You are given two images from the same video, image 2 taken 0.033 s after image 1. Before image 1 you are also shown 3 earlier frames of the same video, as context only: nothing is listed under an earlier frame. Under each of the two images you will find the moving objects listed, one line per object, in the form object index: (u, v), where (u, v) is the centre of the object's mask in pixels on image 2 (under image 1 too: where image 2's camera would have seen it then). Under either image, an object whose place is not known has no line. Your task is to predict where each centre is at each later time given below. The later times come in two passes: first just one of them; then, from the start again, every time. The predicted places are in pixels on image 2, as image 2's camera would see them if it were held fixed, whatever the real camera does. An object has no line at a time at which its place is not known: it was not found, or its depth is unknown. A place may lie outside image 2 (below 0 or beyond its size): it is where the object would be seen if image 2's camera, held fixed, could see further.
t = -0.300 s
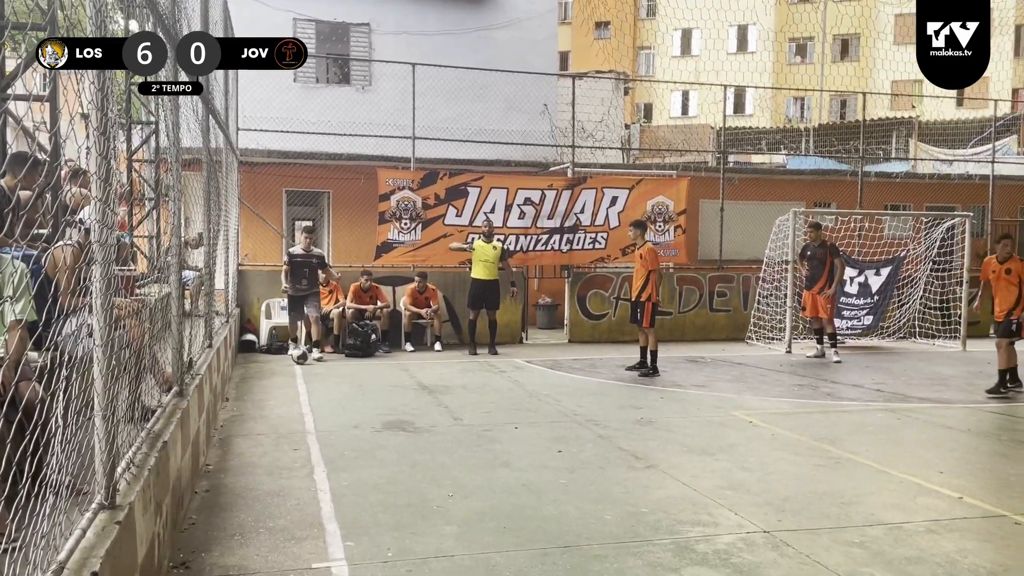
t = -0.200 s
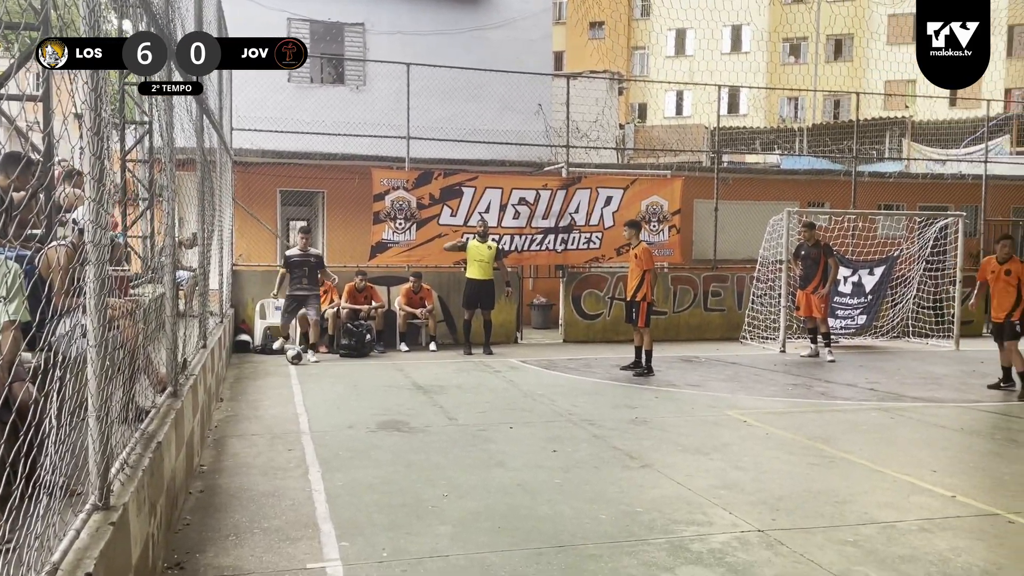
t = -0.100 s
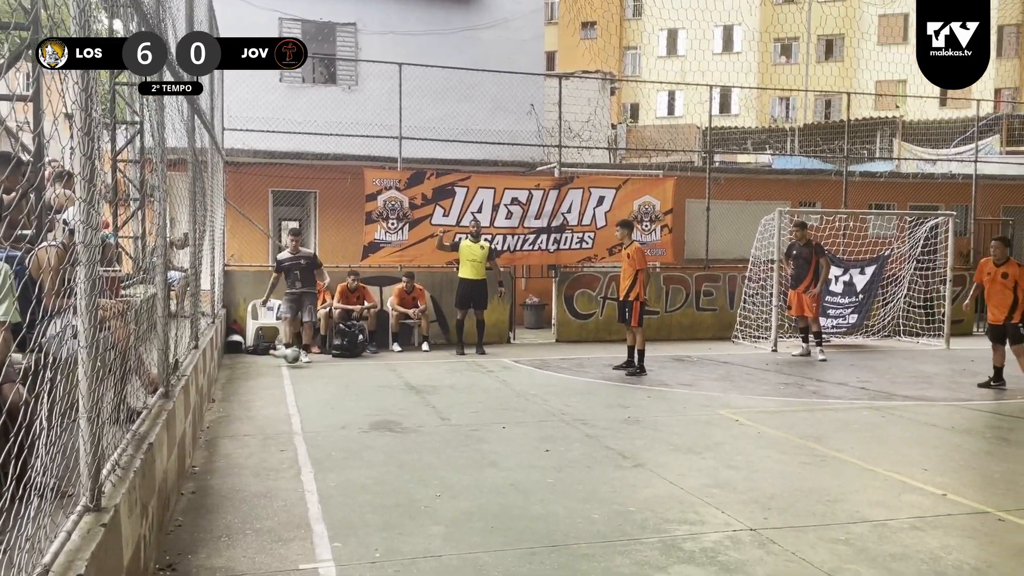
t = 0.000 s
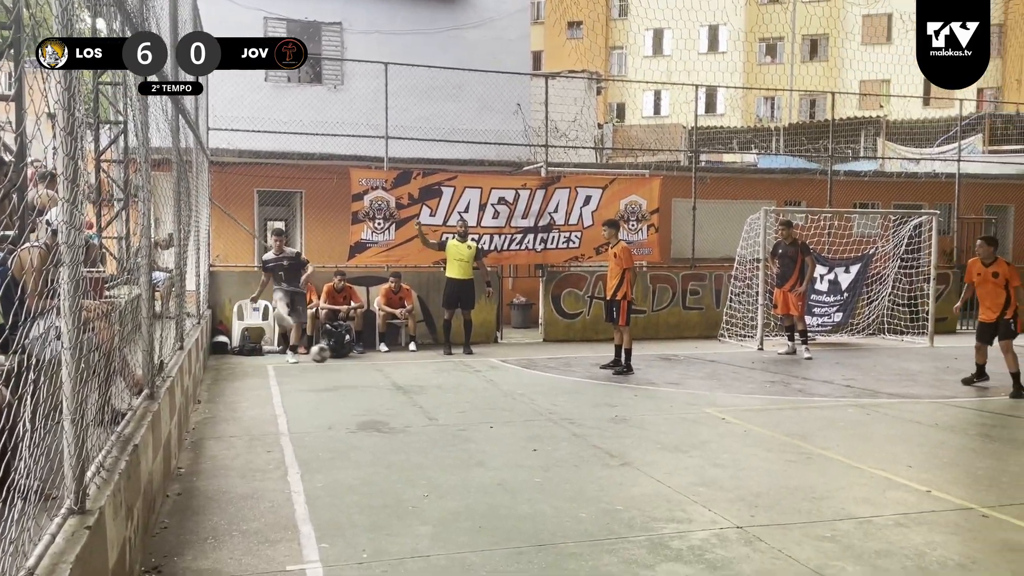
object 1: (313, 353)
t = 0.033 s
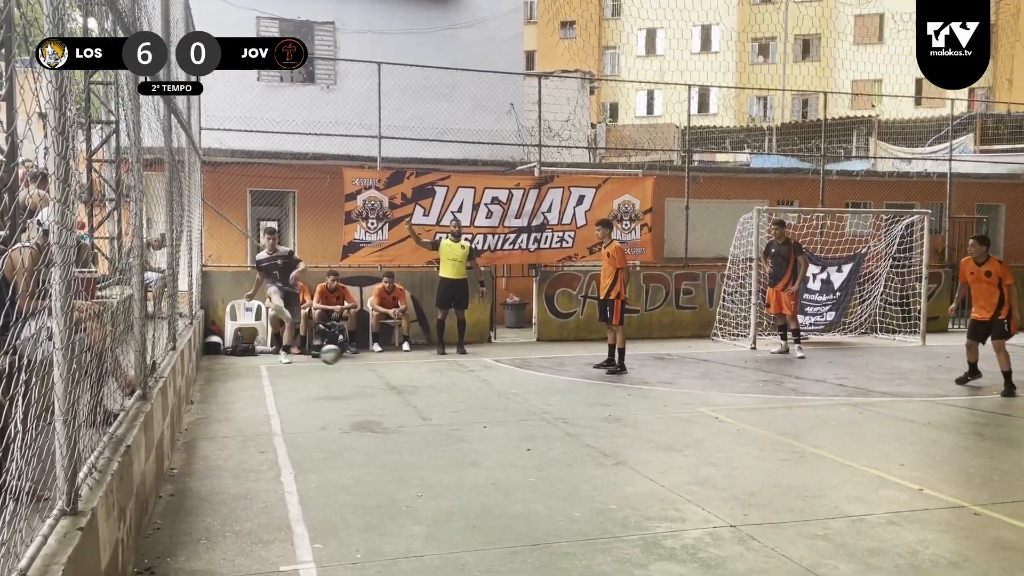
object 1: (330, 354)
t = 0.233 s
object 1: (480, 401)
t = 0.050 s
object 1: (339, 355)
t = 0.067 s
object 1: (349, 357)
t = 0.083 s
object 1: (359, 359)
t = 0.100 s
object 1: (370, 361)
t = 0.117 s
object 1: (381, 364)
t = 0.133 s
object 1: (392, 367)
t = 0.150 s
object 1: (405, 371)
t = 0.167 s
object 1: (419, 377)
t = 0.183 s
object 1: (434, 382)
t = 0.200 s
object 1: (447, 388)
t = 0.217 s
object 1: (463, 393)
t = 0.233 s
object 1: (480, 401)
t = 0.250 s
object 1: (498, 409)
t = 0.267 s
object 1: (517, 418)
